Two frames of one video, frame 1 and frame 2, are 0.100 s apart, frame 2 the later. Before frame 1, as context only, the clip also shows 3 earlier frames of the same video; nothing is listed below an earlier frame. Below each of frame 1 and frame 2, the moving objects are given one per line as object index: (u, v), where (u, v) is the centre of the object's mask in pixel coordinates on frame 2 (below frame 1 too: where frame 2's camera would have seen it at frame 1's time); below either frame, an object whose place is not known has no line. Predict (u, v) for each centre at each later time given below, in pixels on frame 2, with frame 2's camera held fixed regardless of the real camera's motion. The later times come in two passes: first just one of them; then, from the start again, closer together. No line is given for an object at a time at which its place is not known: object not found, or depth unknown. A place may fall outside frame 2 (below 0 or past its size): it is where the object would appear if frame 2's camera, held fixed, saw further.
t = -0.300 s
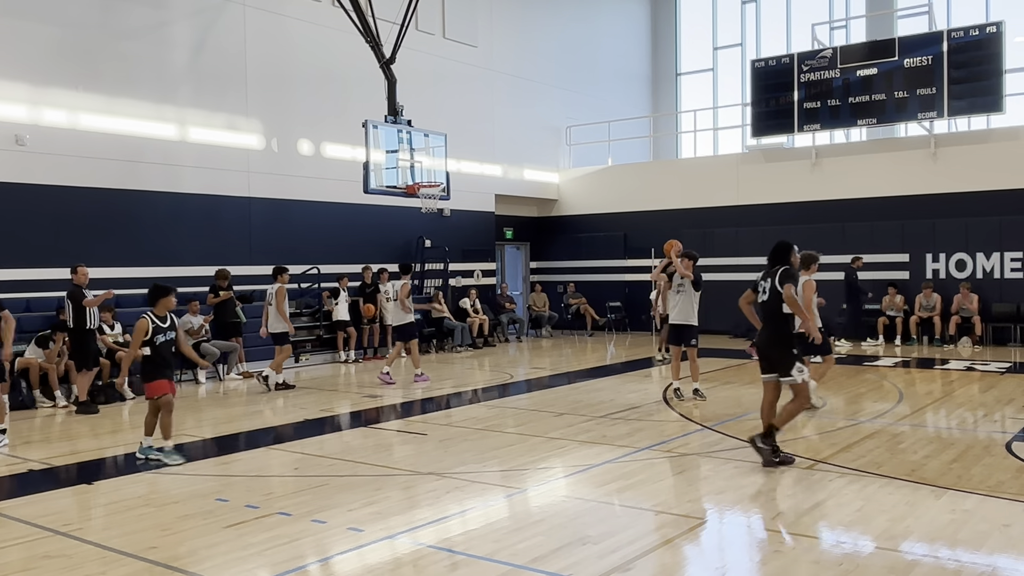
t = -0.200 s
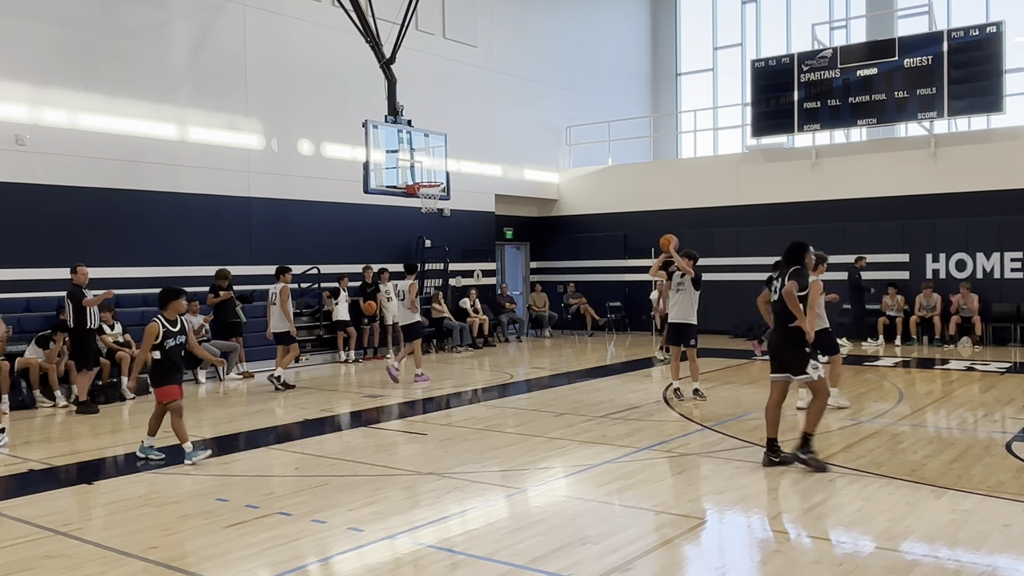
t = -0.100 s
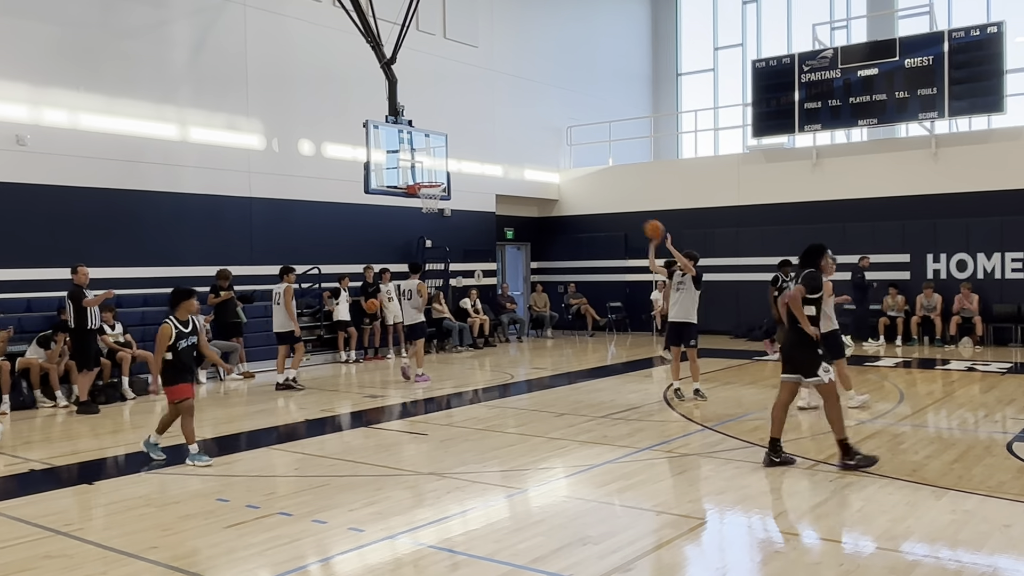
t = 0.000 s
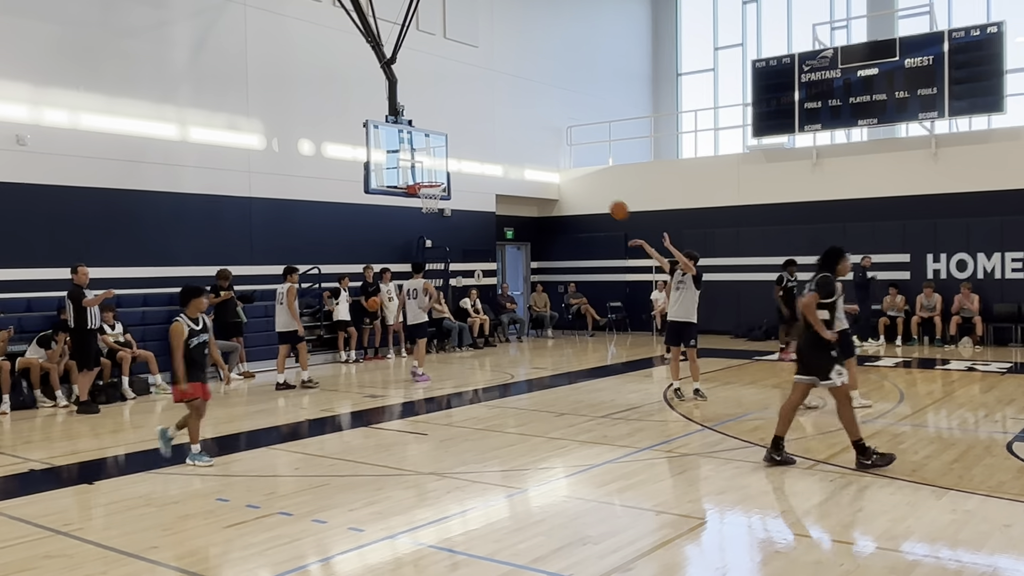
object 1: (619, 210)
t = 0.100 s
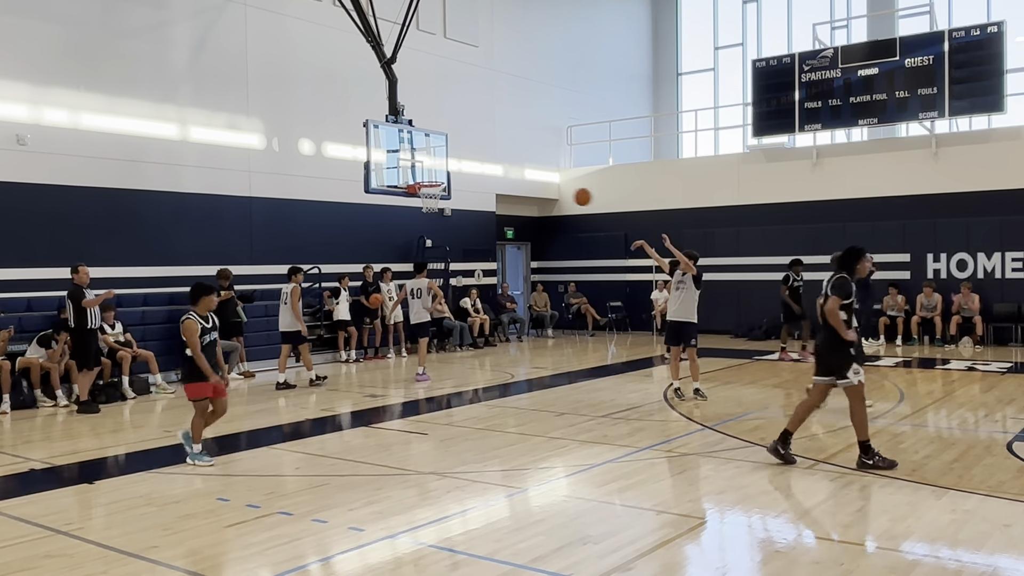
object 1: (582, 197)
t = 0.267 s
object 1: (523, 193)
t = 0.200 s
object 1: (546, 192)
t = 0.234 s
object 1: (535, 192)
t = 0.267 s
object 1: (523, 193)
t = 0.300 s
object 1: (511, 194)
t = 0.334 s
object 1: (499, 197)
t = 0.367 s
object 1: (487, 200)
